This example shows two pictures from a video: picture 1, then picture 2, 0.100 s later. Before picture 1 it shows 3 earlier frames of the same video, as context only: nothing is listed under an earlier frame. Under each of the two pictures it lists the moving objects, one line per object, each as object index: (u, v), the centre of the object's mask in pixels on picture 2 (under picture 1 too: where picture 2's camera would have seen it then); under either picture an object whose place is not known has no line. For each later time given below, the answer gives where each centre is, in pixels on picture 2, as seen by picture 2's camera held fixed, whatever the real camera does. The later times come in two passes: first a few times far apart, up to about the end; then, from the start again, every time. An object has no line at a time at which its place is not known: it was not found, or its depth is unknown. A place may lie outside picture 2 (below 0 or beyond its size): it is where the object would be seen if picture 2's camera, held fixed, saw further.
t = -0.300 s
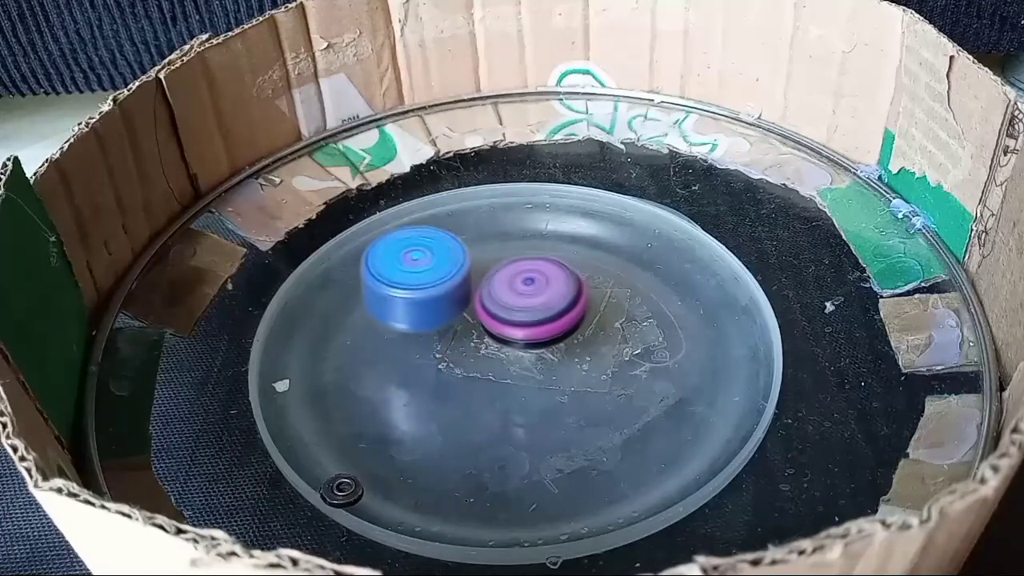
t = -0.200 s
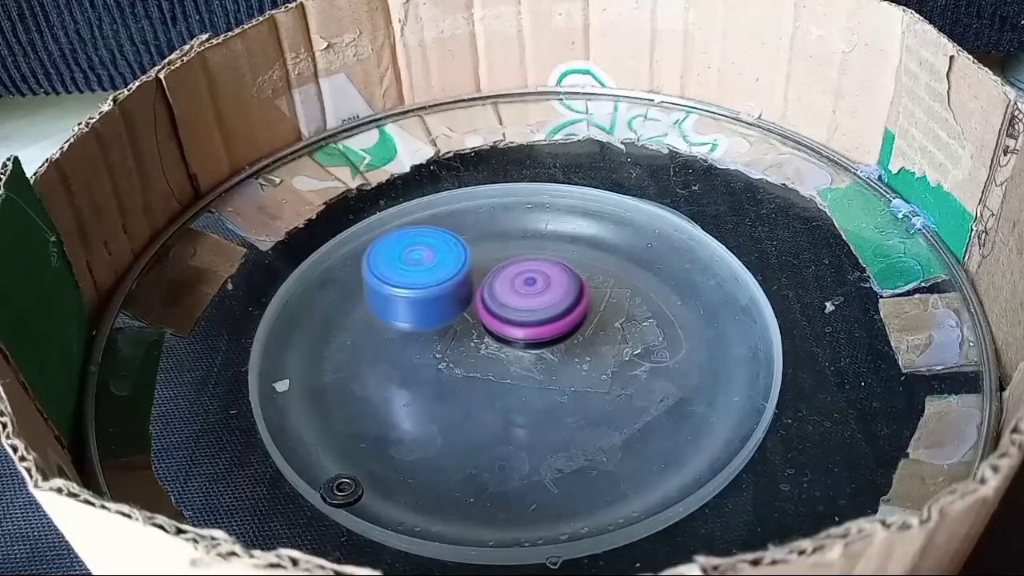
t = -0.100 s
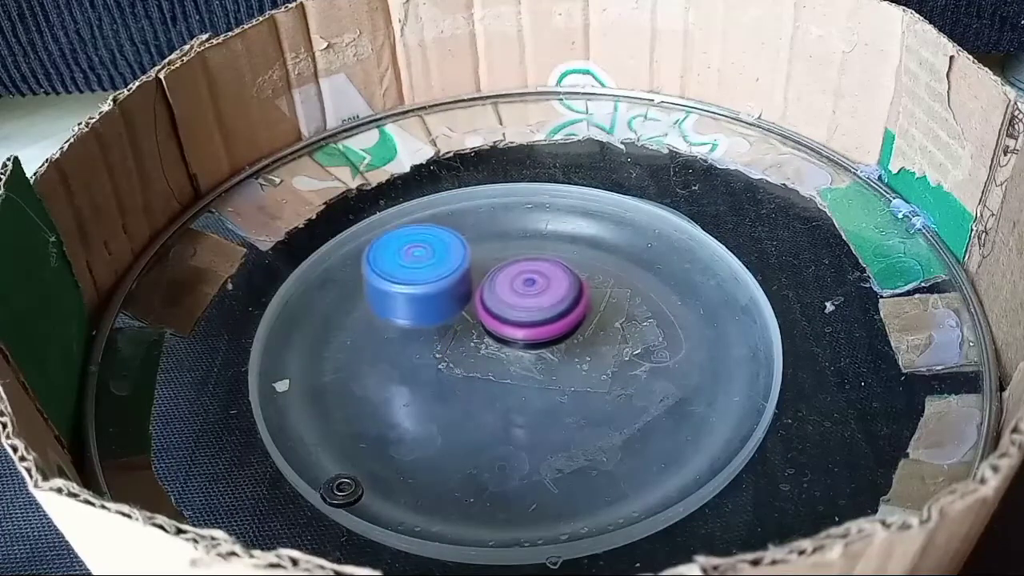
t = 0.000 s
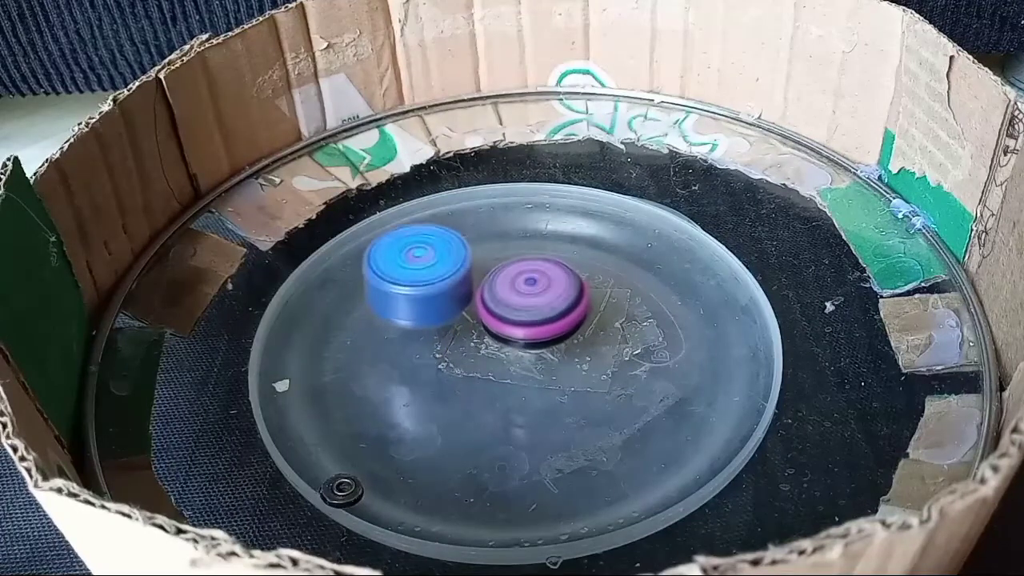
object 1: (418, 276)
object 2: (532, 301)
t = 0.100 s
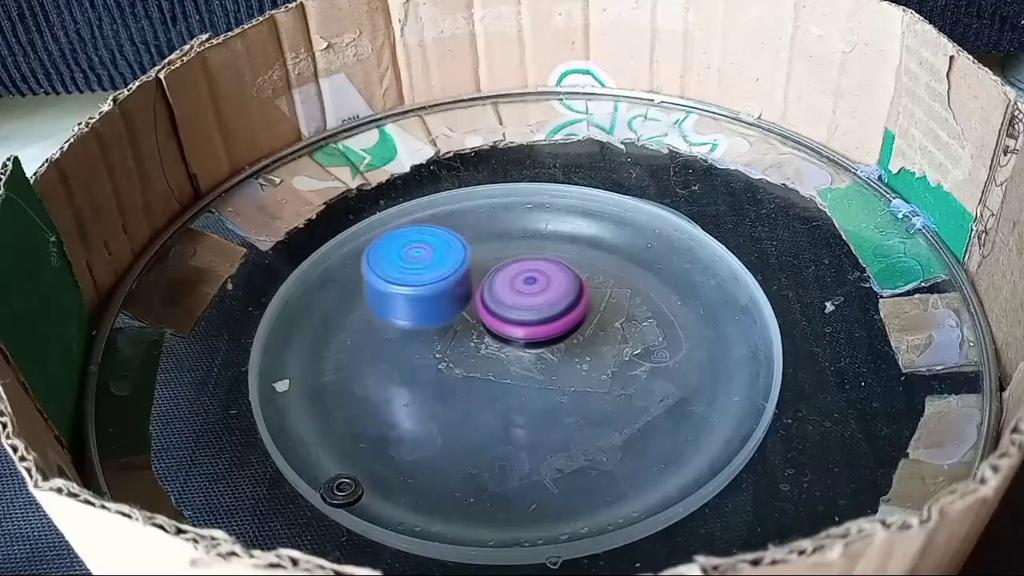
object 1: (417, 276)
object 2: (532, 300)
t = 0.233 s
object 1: (417, 277)
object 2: (532, 300)
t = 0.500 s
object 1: (418, 277)
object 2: (531, 300)
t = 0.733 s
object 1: (419, 276)
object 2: (531, 301)
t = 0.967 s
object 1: (422, 267)
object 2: (532, 300)
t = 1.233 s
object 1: (438, 250)
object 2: (530, 298)
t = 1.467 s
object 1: (444, 245)
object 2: (528, 299)
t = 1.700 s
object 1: (453, 244)
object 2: (533, 302)
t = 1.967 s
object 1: (452, 241)
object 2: (530, 300)
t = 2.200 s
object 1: (445, 246)
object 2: (532, 301)
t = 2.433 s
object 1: (436, 250)
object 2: (529, 302)
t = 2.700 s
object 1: (437, 255)
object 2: (534, 297)
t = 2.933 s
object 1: (443, 258)
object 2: (541, 301)
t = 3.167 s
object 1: (437, 252)
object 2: (529, 301)
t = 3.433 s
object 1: (433, 246)
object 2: (527, 299)
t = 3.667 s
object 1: (441, 252)
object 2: (534, 300)
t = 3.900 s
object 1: (455, 253)
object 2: (536, 312)
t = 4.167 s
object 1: (457, 249)
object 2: (539, 309)
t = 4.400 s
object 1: (458, 250)
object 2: (535, 311)
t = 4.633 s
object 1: (465, 251)
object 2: (543, 309)
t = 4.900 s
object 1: (463, 252)
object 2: (552, 303)
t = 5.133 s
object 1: (467, 258)
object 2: (565, 303)
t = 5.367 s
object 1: (462, 269)
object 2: (570, 304)
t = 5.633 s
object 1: (473, 270)
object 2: (577, 305)
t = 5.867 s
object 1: (466, 269)
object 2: (581, 302)
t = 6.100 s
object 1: (470, 271)
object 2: (576, 308)
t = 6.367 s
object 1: (468, 270)
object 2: (590, 317)
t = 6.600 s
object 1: (474, 273)
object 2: (582, 316)
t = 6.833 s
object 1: (472, 272)
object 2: (578, 315)
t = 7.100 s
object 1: (475, 269)
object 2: (570, 322)
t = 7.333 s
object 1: (479, 263)
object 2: (557, 324)
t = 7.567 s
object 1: (479, 264)
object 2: (555, 324)
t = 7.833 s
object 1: (482, 249)
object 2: (551, 325)
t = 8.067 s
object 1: (477, 250)
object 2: (543, 333)
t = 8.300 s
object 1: (477, 258)
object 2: (546, 326)
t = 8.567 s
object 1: (474, 254)
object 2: (558, 316)
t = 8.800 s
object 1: (475, 259)
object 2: (570, 304)
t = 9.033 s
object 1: (447, 259)
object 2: (586, 309)
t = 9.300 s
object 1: (462, 268)
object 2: (555, 324)
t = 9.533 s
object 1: (462, 277)
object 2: (569, 311)
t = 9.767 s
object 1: (454, 294)
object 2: (578, 308)
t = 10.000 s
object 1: (464, 315)
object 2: (578, 286)
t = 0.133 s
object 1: (419, 277)
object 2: (532, 300)
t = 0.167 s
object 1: (418, 277)
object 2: (532, 300)
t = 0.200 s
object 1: (417, 277)
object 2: (532, 299)
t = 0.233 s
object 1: (417, 277)
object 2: (532, 300)
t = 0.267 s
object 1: (418, 278)
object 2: (532, 300)
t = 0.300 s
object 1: (416, 277)
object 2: (532, 300)
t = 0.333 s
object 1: (417, 277)
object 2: (531, 299)
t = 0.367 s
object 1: (417, 277)
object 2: (531, 300)
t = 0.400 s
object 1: (418, 278)
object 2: (532, 301)
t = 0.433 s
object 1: (418, 278)
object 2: (532, 300)
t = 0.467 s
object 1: (417, 277)
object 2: (532, 300)
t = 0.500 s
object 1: (418, 277)
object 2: (531, 300)
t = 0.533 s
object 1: (417, 278)
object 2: (532, 300)
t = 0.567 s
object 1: (418, 278)
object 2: (532, 300)
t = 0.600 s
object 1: (418, 278)
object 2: (533, 300)
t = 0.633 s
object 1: (418, 277)
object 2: (532, 300)
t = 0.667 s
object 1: (418, 277)
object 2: (532, 300)
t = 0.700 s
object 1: (418, 277)
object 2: (532, 300)
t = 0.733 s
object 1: (419, 276)
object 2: (531, 301)
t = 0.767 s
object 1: (418, 275)
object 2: (531, 300)
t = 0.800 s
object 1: (417, 274)
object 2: (530, 300)
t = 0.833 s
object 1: (420, 274)
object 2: (530, 301)
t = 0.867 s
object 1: (421, 274)
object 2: (532, 301)
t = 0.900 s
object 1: (422, 272)
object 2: (532, 300)
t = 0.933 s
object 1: (422, 270)
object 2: (532, 300)
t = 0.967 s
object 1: (422, 267)
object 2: (532, 300)
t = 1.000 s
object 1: (424, 264)
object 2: (531, 300)
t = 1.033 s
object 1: (427, 261)
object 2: (531, 300)
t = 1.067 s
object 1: (432, 258)
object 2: (532, 300)
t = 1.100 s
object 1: (434, 256)
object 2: (533, 299)
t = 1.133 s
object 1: (436, 255)
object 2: (533, 299)
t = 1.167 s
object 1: (435, 253)
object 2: (532, 299)
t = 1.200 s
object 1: (436, 251)
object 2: (530, 299)
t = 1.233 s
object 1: (438, 250)
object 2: (530, 298)
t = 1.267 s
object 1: (440, 250)
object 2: (534, 299)
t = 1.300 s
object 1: (442, 250)
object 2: (535, 299)
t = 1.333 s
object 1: (443, 249)
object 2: (535, 299)
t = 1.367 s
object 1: (440, 246)
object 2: (533, 300)
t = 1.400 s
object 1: (440, 245)
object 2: (529, 302)
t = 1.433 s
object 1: (441, 244)
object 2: (527, 302)
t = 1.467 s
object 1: (444, 245)
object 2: (528, 299)
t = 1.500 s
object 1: (442, 242)
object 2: (535, 298)
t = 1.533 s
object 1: (440, 239)
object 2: (536, 296)
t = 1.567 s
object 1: (440, 238)
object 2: (533, 297)
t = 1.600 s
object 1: (442, 238)
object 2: (531, 298)
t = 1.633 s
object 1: (446, 241)
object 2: (530, 299)
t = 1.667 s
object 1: (451, 243)
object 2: (531, 301)
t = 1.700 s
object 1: (453, 244)
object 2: (533, 302)
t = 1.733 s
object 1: (452, 244)
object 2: (532, 301)
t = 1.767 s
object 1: (451, 243)
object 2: (529, 303)
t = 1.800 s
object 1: (451, 242)
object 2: (529, 301)
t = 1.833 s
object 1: (449, 241)
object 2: (530, 299)
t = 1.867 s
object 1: (448, 239)
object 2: (530, 297)
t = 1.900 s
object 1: (449, 239)
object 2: (531, 298)
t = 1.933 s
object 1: (452, 240)
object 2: (533, 300)
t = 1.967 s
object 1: (452, 241)
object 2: (530, 300)
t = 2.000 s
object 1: (450, 241)
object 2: (530, 301)
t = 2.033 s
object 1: (448, 241)
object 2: (529, 300)
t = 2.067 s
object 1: (447, 242)
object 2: (529, 298)
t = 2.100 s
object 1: (447, 243)
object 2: (532, 299)
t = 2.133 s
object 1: (447, 244)
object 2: (533, 300)
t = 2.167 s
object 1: (447, 245)
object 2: (534, 300)
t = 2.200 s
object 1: (445, 246)
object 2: (532, 301)
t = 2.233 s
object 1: (445, 247)
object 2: (529, 303)
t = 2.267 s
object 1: (443, 248)
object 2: (529, 302)
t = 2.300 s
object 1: (437, 246)
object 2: (529, 301)
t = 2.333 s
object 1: (434, 245)
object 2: (528, 299)
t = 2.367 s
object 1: (433, 246)
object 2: (527, 298)
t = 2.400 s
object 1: (434, 248)
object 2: (528, 299)
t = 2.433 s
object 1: (436, 250)
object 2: (529, 302)
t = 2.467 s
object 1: (438, 254)
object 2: (531, 303)
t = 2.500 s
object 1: (437, 255)
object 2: (535, 303)
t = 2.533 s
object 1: (436, 256)
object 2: (531, 304)
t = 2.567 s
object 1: (435, 256)
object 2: (531, 303)
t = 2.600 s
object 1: (433, 255)
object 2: (532, 300)
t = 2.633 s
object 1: (434, 255)
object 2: (531, 298)
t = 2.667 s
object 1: (435, 255)
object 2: (532, 297)
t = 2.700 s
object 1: (437, 255)
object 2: (534, 297)
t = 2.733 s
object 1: (439, 255)
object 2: (534, 297)
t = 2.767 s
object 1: (439, 255)
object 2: (535, 298)
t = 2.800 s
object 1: (439, 255)
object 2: (535, 298)
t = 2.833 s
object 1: (440, 256)
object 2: (535, 299)
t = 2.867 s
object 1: (441, 256)
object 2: (537, 300)
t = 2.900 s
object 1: (442, 257)
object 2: (539, 301)
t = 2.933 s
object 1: (443, 258)
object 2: (541, 301)
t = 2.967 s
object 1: (444, 258)
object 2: (541, 302)
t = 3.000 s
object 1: (441, 256)
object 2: (545, 304)
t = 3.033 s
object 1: (439, 254)
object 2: (544, 303)
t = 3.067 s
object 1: (440, 254)
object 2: (540, 303)
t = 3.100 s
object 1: (442, 255)
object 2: (536, 301)
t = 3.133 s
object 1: (439, 253)
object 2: (533, 300)
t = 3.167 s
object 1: (437, 252)
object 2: (529, 301)
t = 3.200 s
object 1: (437, 251)
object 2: (529, 300)
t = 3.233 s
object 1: (437, 251)
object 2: (530, 299)
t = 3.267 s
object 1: (438, 251)
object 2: (533, 299)
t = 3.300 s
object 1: (439, 252)
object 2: (534, 300)
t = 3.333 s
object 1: (441, 252)
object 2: (534, 298)
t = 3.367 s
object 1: (437, 249)
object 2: (531, 298)
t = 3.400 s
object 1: (434, 247)
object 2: (527, 298)
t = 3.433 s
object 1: (433, 246)
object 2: (527, 299)
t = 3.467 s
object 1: (434, 247)
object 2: (528, 302)
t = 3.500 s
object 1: (437, 248)
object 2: (529, 304)
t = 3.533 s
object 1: (440, 250)
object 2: (530, 303)
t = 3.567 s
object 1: (440, 251)
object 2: (533, 302)
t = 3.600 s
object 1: (440, 251)
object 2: (536, 301)
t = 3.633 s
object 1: (441, 252)
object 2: (534, 299)
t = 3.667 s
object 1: (441, 252)
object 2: (534, 300)
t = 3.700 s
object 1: (436, 249)
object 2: (538, 302)
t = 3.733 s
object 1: (435, 248)
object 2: (538, 305)
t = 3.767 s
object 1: (436, 248)
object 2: (537, 309)
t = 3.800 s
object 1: (440, 249)
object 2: (538, 310)
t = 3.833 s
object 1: (446, 252)
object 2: (538, 308)
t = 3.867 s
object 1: (452, 253)
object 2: (535, 308)
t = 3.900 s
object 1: (455, 253)
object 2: (536, 312)
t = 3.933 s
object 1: (458, 253)
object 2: (538, 312)
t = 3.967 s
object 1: (460, 252)
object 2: (541, 311)
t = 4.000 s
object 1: (462, 251)
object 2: (540, 309)
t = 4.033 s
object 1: (462, 249)
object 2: (540, 309)
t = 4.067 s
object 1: (462, 248)
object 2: (540, 309)
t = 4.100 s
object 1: (461, 249)
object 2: (538, 308)
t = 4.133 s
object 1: (459, 250)
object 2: (539, 309)
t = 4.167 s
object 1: (457, 249)
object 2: (539, 309)
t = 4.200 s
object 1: (457, 249)
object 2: (537, 307)
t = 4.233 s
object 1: (457, 249)
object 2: (532, 311)
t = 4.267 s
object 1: (456, 250)
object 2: (535, 313)
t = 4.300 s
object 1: (454, 248)
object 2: (540, 314)
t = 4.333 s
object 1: (454, 248)
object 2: (540, 312)
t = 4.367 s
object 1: (456, 249)
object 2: (536, 311)
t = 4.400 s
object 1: (458, 250)
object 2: (535, 311)
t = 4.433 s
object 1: (459, 249)
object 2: (536, 312)
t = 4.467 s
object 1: (461, 249)
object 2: (535, 310)
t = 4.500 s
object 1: (461, 249)
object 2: (537, 310)
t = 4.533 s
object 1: (462, 249)
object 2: (538, 310)
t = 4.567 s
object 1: (464, 250)
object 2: (539, 310)
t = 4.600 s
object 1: (465, 251)
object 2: (541, 310)
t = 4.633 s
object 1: (465, 251)
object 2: (543, 309)
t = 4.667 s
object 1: (466, 253)
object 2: (544, 310)
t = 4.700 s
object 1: (466, 254)
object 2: (549, 309)
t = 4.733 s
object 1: (466, 254)
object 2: (551, 306)
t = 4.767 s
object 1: (465, 254)
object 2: (551, 305)
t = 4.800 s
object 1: (464, 254)
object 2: (551, 305)
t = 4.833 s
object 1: (464, 253)
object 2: (554, 303)
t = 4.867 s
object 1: (463, 253)
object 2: (553, 301)
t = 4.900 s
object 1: (463, 252)
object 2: (552, 303)
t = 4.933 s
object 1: (463, 252)
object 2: (554, 303)
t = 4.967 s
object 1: (465, 252)
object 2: (555, 303)
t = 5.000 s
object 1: (465, 253)
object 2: (555, 303)
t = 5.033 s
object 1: (466, 254)
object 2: (556, 303)
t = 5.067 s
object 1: (467, 254)
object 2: (558, 304)
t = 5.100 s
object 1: (467, 256)
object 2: (560, 303)
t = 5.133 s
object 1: (467, 258)
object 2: (565, 303)
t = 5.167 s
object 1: (465, 259)
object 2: (566, 301)
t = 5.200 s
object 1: (465, 261)
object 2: (564, 303)
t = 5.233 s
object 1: (466, 263)
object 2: (564, 304)
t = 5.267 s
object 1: (464, 266)
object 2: (568, 305)
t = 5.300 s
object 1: (462, 267)
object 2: (568, 303)
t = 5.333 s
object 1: (463, 268)
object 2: (566, 303)
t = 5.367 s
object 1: (462, 269)
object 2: (570, 304)
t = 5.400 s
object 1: (465, 271)
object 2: (570, 303)
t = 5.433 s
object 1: (466, 271)
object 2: (572, 303)
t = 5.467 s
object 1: (468, 271)
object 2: (573, 304)
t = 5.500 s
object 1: (471, 271)
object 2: (575, 305)
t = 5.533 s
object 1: (471, 270)
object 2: (579, 304)
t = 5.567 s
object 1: (472, 270)
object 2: (577, 304)
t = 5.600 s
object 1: (473, 270)
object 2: (576, 305)
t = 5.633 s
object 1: (473, 270)
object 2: (577, 305)
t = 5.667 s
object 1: (473, 270)
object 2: (578, 305)
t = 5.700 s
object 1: (472, 270)
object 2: (578, 304)
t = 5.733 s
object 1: (473, 269)
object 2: (575, 304)
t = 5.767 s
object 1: (472, 270)
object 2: (577, 305)
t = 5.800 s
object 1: (472, 270)
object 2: (577, 304)
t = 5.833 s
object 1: (467, 269)
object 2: (578, 304)
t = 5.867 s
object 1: (466, 269)
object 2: (581, 302)
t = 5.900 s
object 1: (468, 271)
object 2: (578, 300)
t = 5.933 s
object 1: (471, 271)
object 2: (576, 304)
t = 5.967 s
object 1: (466, 269)
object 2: (581, 306)
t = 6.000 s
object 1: (467, 269)
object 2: (582, 306)
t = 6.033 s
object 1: (468, 270)
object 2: (578, 305)
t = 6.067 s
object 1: (471, 271)
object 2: (575, 307)
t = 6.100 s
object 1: (470, 271)
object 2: (576, 308)
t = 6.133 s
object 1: (471, 272)
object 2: (576, 308)
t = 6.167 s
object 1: (466, 271)
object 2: (580, 308)
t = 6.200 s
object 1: (466, 269)
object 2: (580, 307)
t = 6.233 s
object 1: (469, 269)
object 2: (577, 308)
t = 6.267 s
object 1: (471, 270)
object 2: (574, 310)
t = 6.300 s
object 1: (474, 273)
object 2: (574, 314)
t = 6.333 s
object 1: (472, 272)
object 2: (581, 317)
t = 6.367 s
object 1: (468, 270)
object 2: (590, 317)
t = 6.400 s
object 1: (467, 267)
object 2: (587, 317)
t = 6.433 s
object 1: (469, 269)
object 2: (582, 314)
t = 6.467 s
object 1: (472, 271)
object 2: (580, 317)
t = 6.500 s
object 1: (476, 274)
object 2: (579, 318)
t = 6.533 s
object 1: (478, 275)
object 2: (577, 317)
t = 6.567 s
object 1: (474, 273)
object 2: (582, 319)
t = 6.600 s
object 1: (474, 273)
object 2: (582, 316)
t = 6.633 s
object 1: (476, 275)
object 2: (576, 315)
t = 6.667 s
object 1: (476, 275)
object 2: (574, 318)
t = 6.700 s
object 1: (476, 275)
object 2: (576, 319)
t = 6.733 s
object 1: (476, 275)
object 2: (577, 317)
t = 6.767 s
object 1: (476, 275)
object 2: (577, 315)
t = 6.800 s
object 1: (473, 272)
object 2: (579, 316)
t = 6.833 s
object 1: (472, 272)
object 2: (578, 315)
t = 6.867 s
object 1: (474, 272)
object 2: (572, 316)
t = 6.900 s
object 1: (475, 274)
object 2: (570, 319)
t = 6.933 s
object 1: (472, 273)
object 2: (576, 322)
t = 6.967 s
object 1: (471, 271)
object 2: (577, 321)
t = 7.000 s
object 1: (473, 271)
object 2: (576, 319)
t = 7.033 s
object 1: (476, 271)
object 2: (569, 318)
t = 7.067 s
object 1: (476, 270)
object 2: (568, 321)
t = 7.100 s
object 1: (475, 269)
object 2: (570, 322)
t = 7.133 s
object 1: (475, 269)
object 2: (569, 320)
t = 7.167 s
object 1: (476, 268)
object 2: (567, 320)
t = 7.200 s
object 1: (477, 264)
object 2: (568, 322)
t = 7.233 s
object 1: (478, 263)
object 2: (568, 322)
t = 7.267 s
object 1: (479, 264)
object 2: (565, 321)
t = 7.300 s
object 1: (482, 263)
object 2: (561, 322)
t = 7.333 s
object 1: (479, 263)
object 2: (557, 324)
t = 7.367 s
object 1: (480, 262)
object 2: (557, 326)
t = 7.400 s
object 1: (481, 264)
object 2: (559, 327)
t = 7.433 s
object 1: (482, 263)
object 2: (567, 328)
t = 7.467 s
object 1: (482, 264)
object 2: (568, 324)
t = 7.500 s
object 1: (481, 266)
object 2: (564, 319)
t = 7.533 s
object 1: (479, 266)
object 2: (559, 321)
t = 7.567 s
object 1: (479, 264)
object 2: (555, 324)
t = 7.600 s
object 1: (479, 265)
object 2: (554, 328)
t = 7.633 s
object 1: (478, 264)
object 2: (557, 330)
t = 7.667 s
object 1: (479, 262)
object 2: (558, 328)
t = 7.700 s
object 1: (480, 261)
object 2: (557, 324)
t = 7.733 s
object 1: (480, 258)
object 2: (552, 324)
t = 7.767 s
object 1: (481, 252)
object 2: (551, 327)
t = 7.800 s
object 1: (482, 250)
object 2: (552, 326)
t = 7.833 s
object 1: (482, 249)
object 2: (551, 325)
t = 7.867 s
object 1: (480, 249)
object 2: (546, 322)
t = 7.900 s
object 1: (483, 249)
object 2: (539, 321)
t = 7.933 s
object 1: (483, 249)
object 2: (532, 325)
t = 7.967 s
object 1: (479, 248)
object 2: (535, 334)
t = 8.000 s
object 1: (478, 248)
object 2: (541, 337)
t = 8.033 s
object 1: (477, 247)
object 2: (544, 336)
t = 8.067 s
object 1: (477, 250)
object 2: (543, 333)
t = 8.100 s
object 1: (477, 251)
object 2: (542, 329)
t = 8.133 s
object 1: (478, 254)
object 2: (537, 329)
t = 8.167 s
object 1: (478, 257)
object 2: (536, 326)
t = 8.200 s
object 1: (474, 258)
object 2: (538, 327)
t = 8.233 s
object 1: (476, 257)
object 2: (542, 327)
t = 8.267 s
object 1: (480, 257)
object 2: (543, 326)
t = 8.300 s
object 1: (477, 258)
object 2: (546, 326)
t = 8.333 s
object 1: (476, 259)
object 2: (551, 324)
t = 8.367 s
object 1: (474, 257)
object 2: (552, 317)
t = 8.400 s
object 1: (476, 258)
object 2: (550, 314)
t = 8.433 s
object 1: (475, 256)
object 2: (551, 315)
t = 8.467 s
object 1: (475, 256)
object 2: (551, 316)
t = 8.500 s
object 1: (474, 254)
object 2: (549, 315)
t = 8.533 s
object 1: (473, 254)
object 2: (553, 317)
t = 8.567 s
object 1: (474, 254)
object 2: (558, 316)
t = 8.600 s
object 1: (476, 254)
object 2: (562, 314)
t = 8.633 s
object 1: (477, 256)
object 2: (564, 309)
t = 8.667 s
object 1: (476, 255)
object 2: (570, 307)
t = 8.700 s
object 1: (476, 255)
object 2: (571, 305)
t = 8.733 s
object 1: (477, 256)
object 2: (573, 302)
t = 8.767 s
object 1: (476, 259)
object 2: (572, 304)
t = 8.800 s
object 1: (475, 259)
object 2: (570, 304)
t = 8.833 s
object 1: (470, 259)
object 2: (576, 305)
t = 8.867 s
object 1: (457, 256)
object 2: (590, 308)
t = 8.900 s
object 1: (451, 255)
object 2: (600, 311)
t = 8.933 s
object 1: (454, 255)
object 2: (601, 310)
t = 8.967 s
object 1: (452, 255)
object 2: (598, 310)
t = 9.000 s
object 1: (450, 258)
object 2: (592, 307)
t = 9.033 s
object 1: (447, 259)
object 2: (586, 309)
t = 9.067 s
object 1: (449, 261)
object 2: (578, 303)
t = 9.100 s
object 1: (446, 262)
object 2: (569, 302)
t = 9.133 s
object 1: (451, 265)
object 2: (559, 308)
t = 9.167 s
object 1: (451, 266)
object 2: (551, 310)
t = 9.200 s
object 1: (451, 265)
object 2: (552, 315)
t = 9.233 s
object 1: (454, 263)
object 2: (549, 319)
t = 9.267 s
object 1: (460, 265)
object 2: (550, 322)
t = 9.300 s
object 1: (462, 268)
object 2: (555, 324)
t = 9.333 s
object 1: (463, 269)
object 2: (558, 320)
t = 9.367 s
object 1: (461, 273)
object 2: (564, 319)
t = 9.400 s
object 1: (466, 275)
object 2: (565, 319)
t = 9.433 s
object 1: (467, 278)
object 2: (564, 321)
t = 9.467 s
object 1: (463, 277)
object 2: (565, 319)
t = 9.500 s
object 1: (461, 277)
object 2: (567, 314)
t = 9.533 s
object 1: (462, 277)
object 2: (569, 311)
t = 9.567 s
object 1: (460, 279)
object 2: (574, 306)
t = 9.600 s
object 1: (456, 278)
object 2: (579, 304)
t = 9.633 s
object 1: (457, 278)
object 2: (581, 304)
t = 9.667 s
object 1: (460, 281)
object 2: (579, 308)
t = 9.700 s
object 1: (460, 286)
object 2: (576, 311)
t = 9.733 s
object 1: (457, 289)
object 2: (575, 311)
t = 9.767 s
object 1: (454, 294)
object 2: (578, 308)
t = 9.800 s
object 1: (453, 295)
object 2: (579, 304)
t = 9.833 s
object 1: (454, 296)
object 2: (577, 301)
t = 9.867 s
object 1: (456, 299)
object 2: (574, 300)
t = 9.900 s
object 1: (460, 306)
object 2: (573, 300)
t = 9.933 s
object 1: (460, 311)
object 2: (574, 299)
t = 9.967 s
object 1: (459, 314)
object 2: (575, 294)
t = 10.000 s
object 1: (464, 315)
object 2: (578, 286)
